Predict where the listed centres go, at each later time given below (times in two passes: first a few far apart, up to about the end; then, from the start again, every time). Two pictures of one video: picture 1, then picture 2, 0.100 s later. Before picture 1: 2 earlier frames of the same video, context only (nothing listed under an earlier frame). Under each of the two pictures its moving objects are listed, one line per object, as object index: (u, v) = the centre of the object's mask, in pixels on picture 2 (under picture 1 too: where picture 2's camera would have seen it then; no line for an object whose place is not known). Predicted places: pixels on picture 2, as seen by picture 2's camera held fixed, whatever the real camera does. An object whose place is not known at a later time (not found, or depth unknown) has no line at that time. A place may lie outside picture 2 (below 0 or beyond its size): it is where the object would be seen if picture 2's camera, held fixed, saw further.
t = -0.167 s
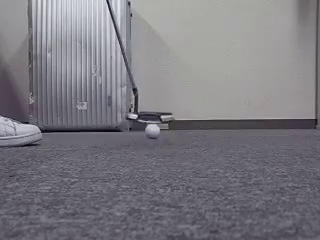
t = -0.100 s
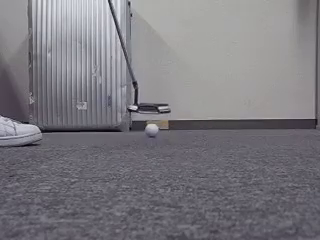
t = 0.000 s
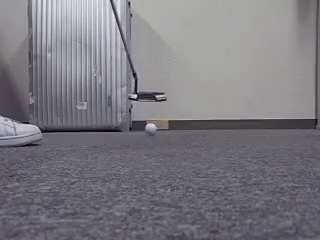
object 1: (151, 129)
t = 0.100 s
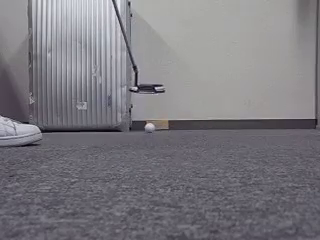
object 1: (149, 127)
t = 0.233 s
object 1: (148, 126)
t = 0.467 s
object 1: (143, 126)
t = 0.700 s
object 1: (135, 127)
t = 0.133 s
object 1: (149, 127)
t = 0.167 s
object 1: (149, 127)
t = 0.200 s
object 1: (149, 127)
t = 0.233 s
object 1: (148, 126)
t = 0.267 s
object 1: (148, 126)
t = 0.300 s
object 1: (148, 126)
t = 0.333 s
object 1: (148, 126)
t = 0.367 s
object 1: (146, 125)
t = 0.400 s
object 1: (145, 124)
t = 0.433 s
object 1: (144, 126)
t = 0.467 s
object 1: (143, 126)
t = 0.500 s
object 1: (142, 126)
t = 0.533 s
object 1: (140, 126)
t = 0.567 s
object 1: (140, 127)
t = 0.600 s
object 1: (139, 126)
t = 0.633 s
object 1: (137, 127)
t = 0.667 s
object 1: (136, 127)
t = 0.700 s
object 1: (135, 127)
